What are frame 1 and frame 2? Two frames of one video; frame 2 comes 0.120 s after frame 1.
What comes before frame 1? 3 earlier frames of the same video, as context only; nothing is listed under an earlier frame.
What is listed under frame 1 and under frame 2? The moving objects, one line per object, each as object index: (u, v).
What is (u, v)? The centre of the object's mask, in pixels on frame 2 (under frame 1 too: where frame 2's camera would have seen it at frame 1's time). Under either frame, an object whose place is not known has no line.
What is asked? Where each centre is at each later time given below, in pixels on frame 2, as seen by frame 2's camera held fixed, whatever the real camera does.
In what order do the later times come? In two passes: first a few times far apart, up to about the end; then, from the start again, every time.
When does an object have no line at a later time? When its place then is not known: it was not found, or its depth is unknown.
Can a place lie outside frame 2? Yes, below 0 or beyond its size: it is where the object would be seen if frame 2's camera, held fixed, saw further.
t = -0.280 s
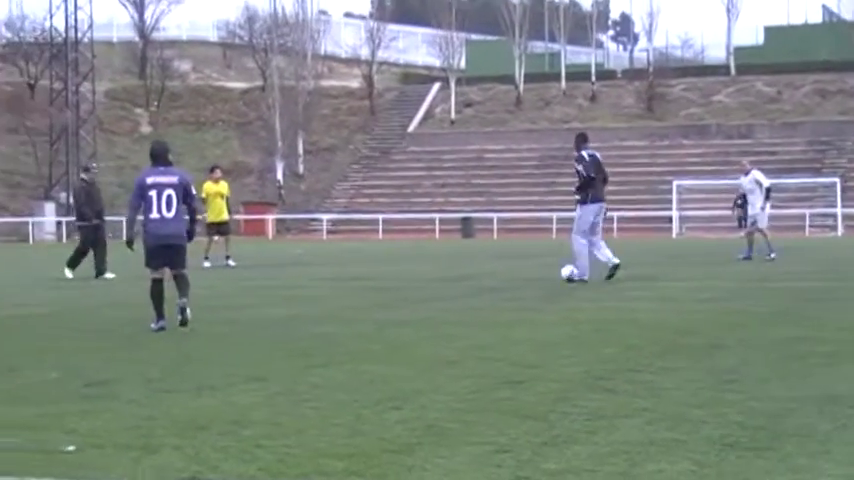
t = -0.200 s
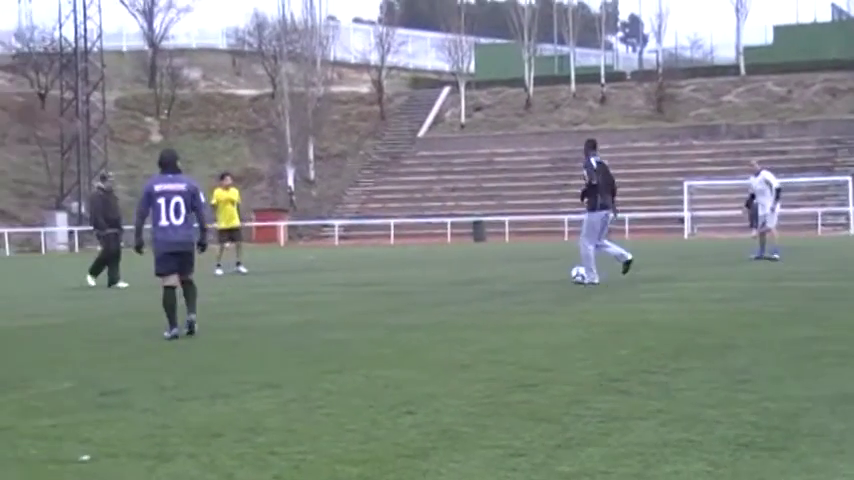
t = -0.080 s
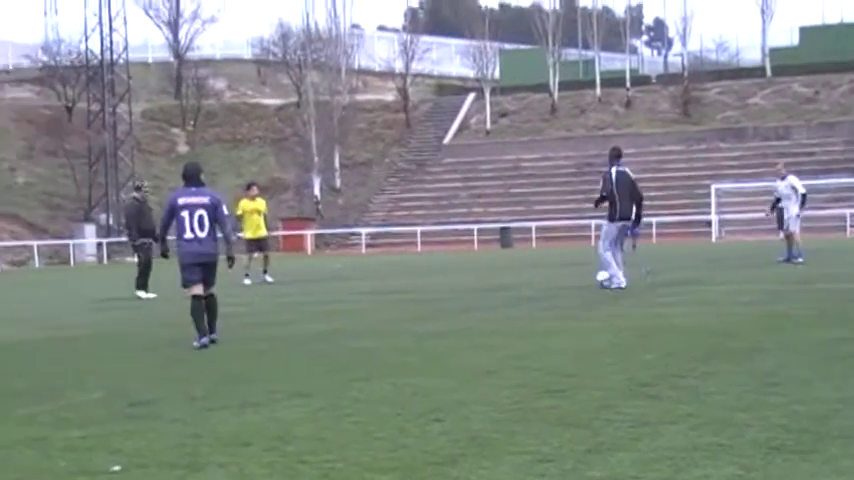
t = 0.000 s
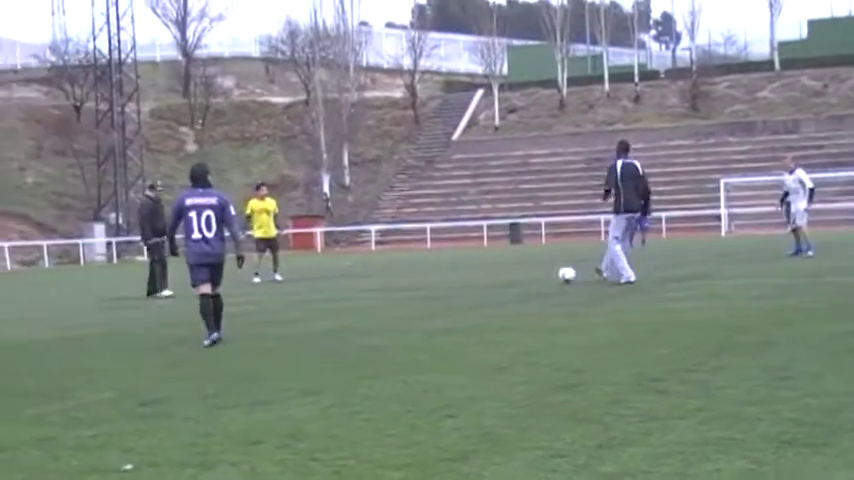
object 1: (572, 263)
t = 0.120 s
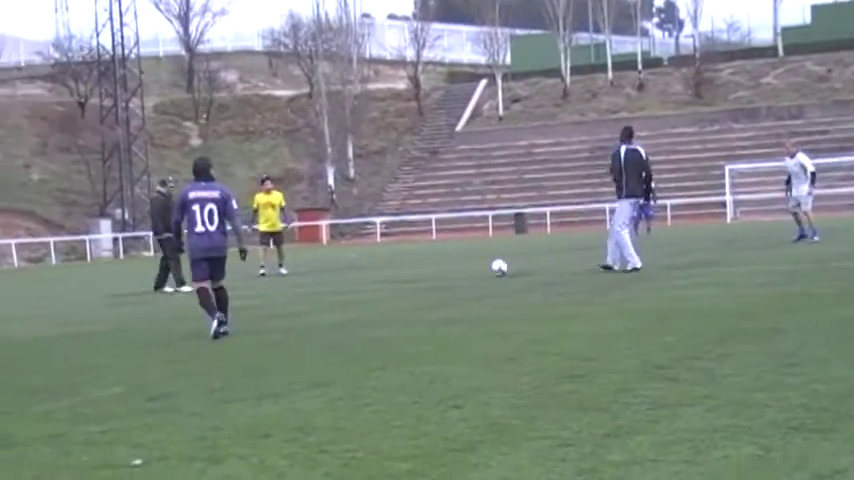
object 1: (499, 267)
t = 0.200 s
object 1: (454, 270)
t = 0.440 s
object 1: (337, 276)
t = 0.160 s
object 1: (476, 269)
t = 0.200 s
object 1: (454, 270)
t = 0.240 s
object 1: (433, 271)
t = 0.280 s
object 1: (412, 271)
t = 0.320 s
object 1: (392, 272)
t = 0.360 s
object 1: (372, 275)
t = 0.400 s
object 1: (356, 275)
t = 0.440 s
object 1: (337, 276)
